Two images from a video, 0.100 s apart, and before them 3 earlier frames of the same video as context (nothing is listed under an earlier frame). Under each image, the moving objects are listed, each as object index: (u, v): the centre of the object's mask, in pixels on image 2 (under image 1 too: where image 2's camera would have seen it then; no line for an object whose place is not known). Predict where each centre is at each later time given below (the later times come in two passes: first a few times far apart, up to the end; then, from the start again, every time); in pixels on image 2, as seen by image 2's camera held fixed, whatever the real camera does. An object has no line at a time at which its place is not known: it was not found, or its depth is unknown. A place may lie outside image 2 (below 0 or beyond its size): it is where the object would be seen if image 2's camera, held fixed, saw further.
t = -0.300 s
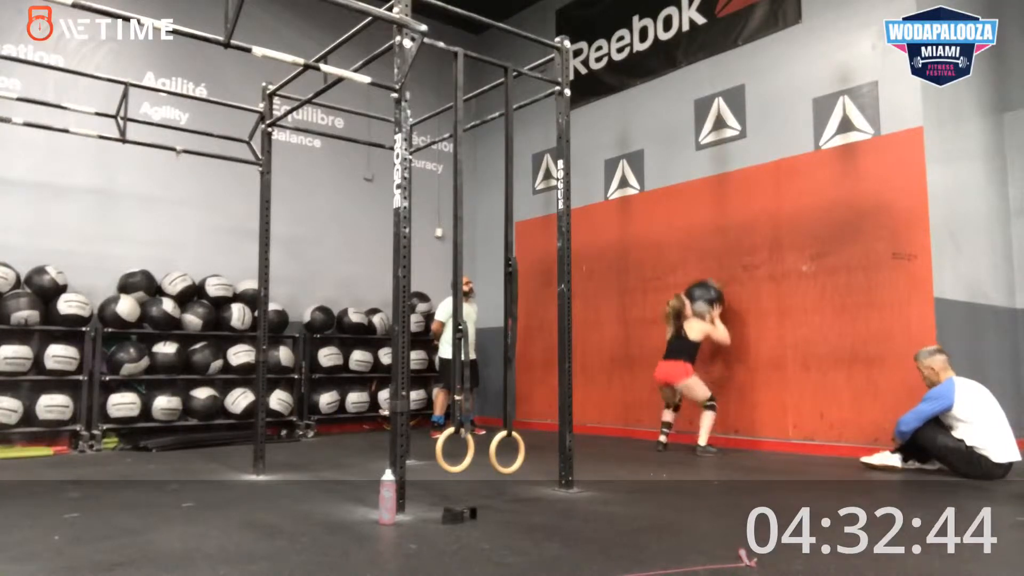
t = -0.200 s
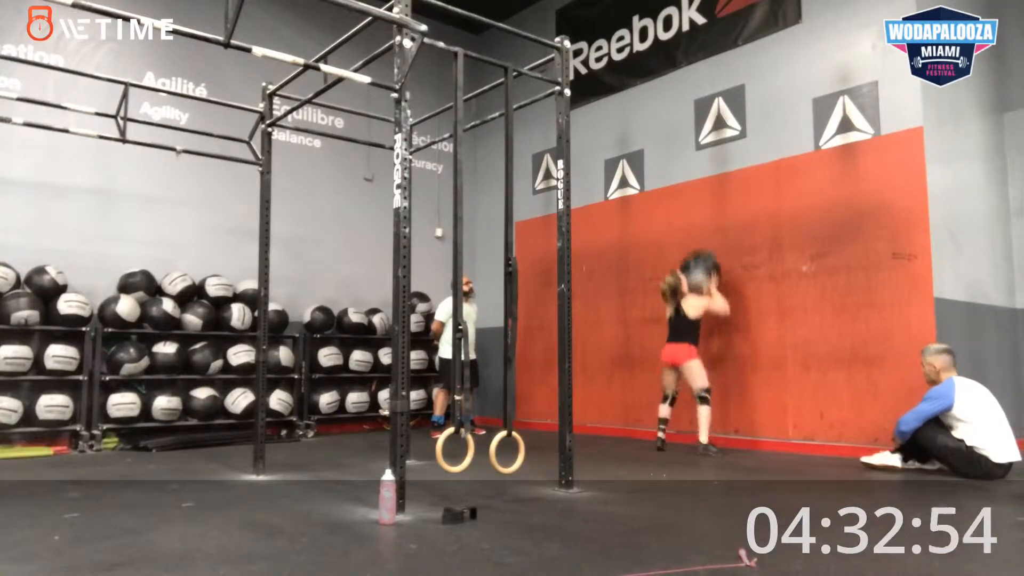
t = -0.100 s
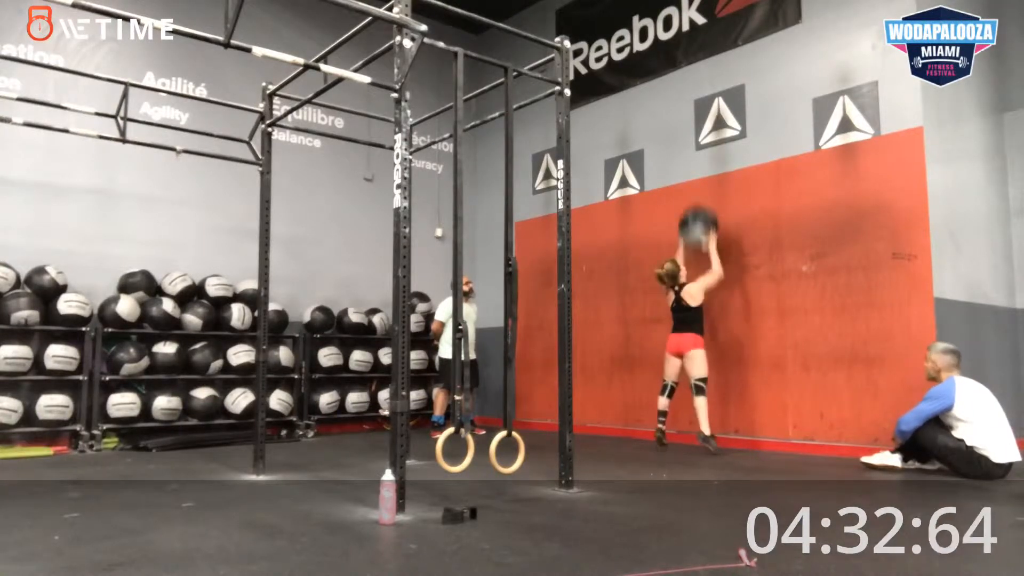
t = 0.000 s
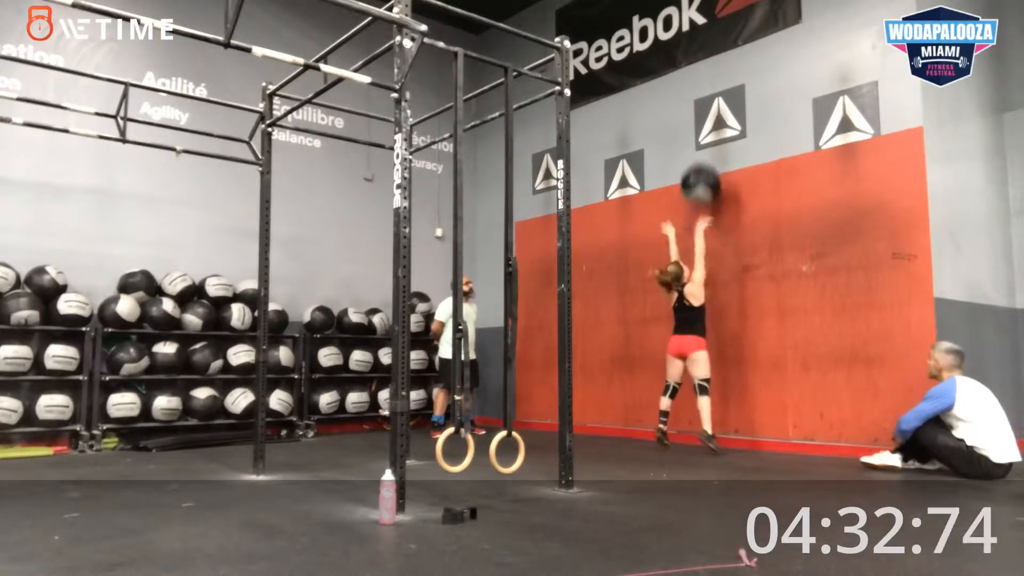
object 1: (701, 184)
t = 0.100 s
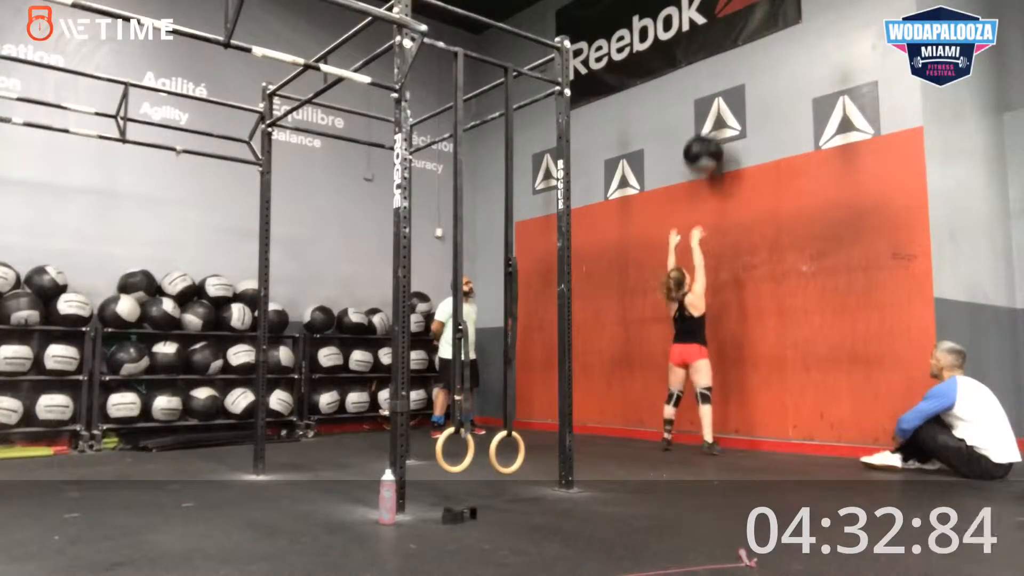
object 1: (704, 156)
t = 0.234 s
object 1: (707, 131)
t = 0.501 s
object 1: (707, 136)
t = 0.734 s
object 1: (703, 196)
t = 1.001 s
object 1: (704, 332)
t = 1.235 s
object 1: (698, 410)
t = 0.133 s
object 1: (704, 147)
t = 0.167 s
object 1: (706, 141)
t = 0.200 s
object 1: (706, 135)
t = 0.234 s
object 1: (707, 131)
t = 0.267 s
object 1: (708, 127)
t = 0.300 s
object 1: (709, 126)
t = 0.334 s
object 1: (709, 125)
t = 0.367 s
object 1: (709, 125)
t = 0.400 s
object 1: (708, 126)
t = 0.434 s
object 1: (708, 128)
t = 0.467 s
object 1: (707, 131)
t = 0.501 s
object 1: (707, 136)
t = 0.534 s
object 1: (707, 142)
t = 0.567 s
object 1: (706, 148)
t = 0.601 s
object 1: (705, 156)
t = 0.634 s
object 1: (705, 163)
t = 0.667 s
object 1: (704, 174)
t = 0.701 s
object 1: (703, 185)
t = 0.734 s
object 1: (703, 196)
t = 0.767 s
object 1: (702, 209)
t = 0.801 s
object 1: (702, 223)
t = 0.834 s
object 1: (701, 239)
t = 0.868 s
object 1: (701, 255)
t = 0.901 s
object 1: (701, 273)
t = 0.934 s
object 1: (701, 292)
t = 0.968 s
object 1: (701, 311)
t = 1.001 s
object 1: (704, 332)
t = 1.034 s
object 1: (701, 357)
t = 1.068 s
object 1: (701, 380)
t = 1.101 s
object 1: (701, 406)
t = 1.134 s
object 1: (701, 433)
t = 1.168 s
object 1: (700, 432)
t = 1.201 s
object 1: (700, 419)
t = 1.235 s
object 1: (698, 410)
